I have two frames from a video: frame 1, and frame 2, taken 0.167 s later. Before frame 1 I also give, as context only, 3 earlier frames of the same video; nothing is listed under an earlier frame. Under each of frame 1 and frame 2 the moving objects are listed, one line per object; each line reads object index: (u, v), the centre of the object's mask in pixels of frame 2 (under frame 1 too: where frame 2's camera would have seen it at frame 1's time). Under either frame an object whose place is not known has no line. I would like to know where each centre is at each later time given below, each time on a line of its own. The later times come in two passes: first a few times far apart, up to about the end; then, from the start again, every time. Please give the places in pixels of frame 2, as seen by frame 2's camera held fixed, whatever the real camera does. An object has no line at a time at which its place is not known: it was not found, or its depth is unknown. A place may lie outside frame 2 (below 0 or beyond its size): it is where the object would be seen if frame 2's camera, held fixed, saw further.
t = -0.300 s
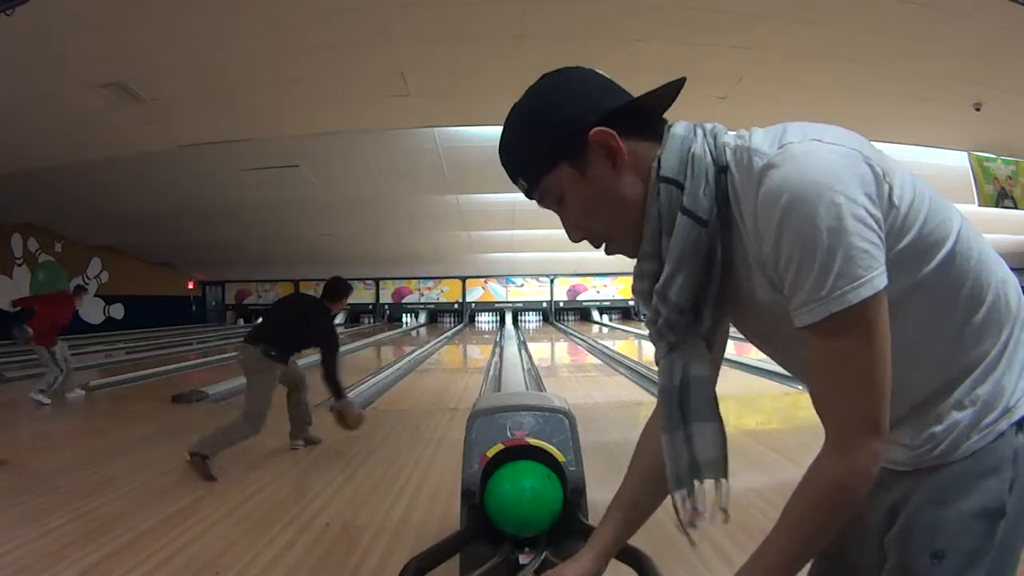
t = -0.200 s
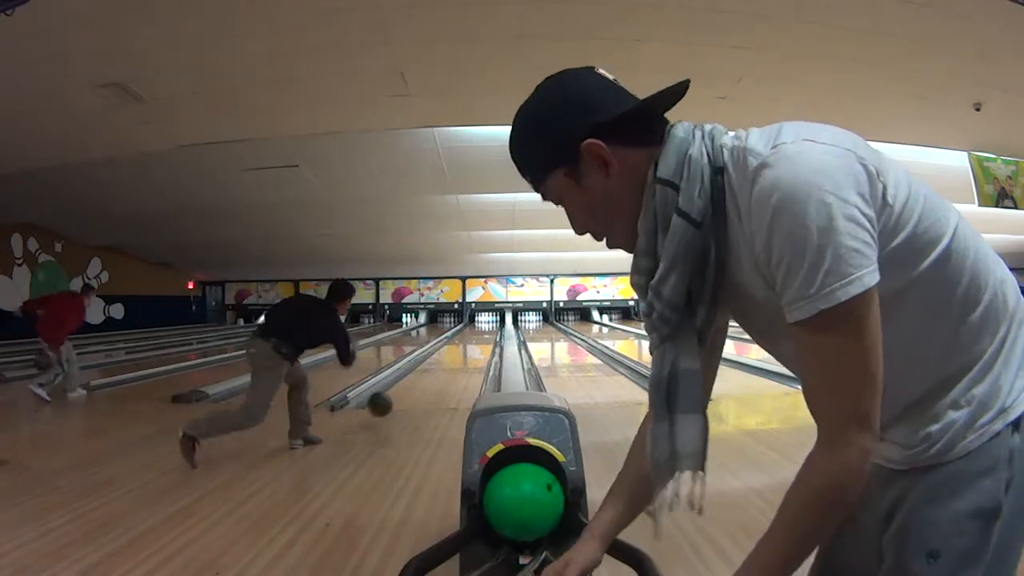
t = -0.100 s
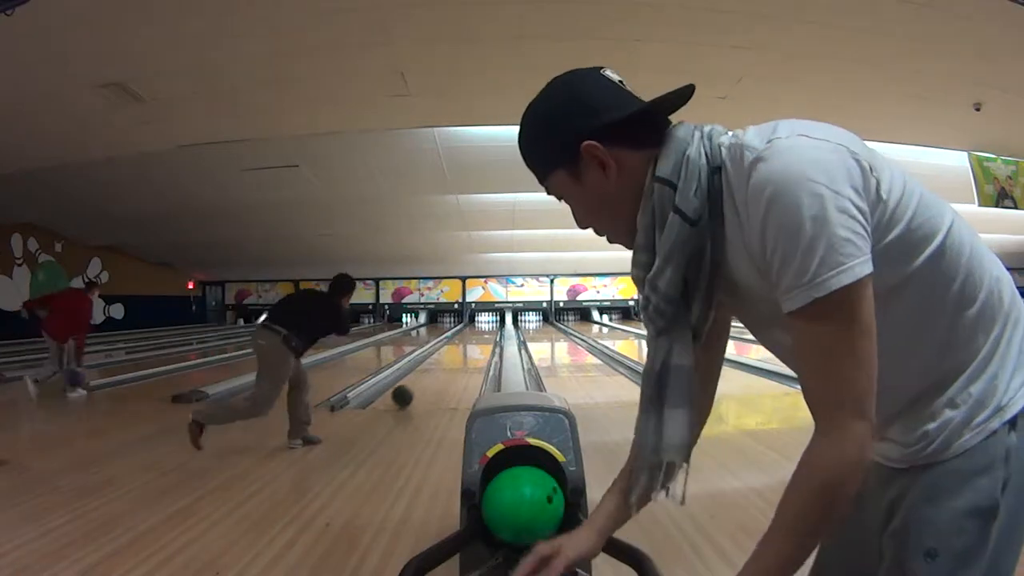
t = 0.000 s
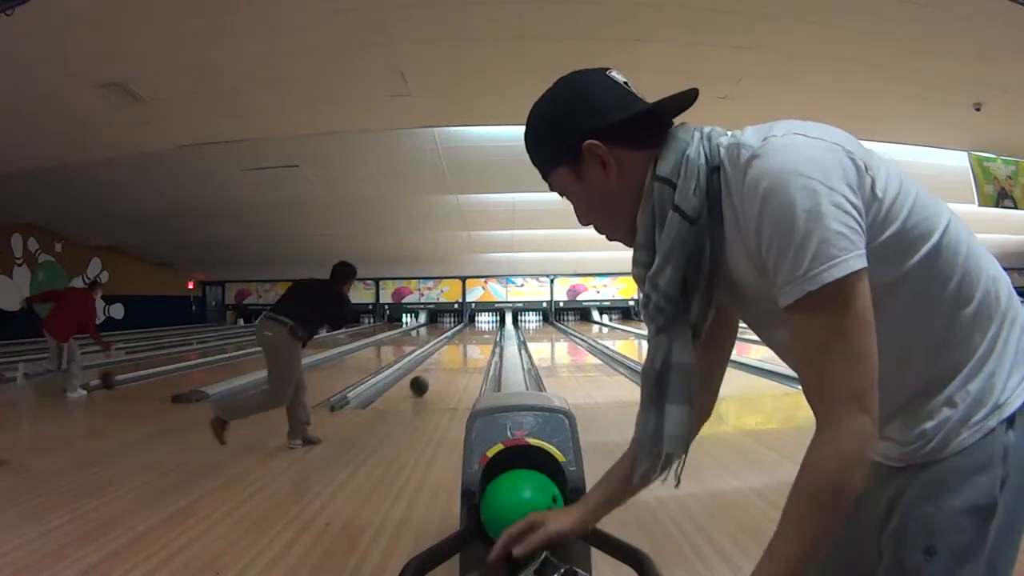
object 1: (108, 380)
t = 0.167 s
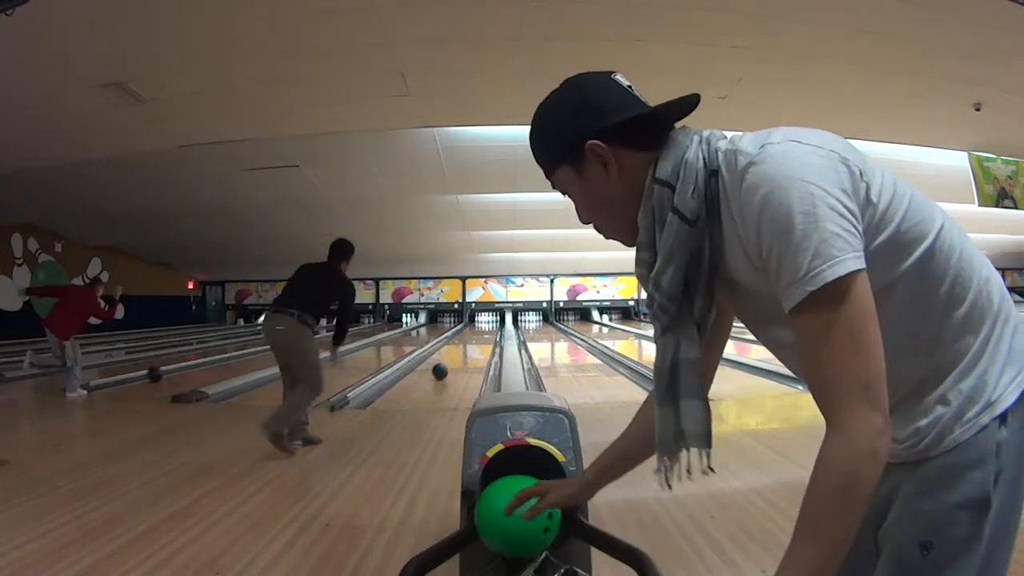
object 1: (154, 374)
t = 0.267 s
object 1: (177, 370)
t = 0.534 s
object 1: (229, 358)
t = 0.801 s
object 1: (267, 351)
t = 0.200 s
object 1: (162, 373)
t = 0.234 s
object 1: (170, 371)
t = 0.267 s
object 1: (177, 370)
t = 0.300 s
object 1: (185, 368)
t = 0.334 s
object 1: (192, 366)
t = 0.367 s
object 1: (198, 365)
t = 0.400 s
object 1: (205, 364)
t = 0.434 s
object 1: (211, 362)
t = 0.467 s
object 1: (217, 361)
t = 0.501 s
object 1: (223, 359)
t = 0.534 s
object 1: (229, 358)
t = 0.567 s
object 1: (234, 358)
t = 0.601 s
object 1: (240, 356)
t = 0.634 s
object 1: (244, 355)
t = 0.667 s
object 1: (249, 354)
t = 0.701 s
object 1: (254, 353)
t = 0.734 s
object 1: (259, 352)
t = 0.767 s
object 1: (263, 352)
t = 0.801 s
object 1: (267, 351)
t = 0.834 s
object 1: (271, 350)
